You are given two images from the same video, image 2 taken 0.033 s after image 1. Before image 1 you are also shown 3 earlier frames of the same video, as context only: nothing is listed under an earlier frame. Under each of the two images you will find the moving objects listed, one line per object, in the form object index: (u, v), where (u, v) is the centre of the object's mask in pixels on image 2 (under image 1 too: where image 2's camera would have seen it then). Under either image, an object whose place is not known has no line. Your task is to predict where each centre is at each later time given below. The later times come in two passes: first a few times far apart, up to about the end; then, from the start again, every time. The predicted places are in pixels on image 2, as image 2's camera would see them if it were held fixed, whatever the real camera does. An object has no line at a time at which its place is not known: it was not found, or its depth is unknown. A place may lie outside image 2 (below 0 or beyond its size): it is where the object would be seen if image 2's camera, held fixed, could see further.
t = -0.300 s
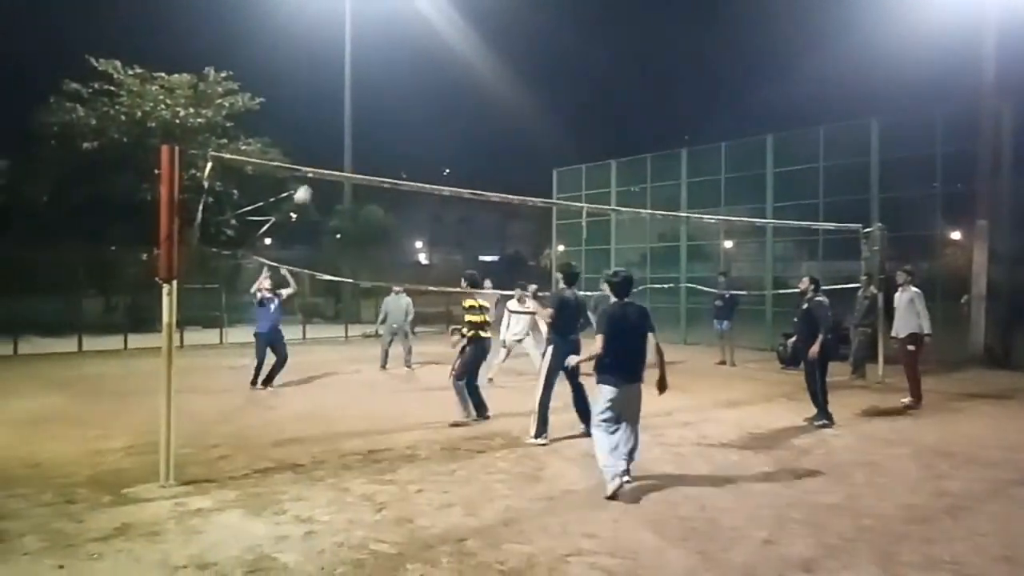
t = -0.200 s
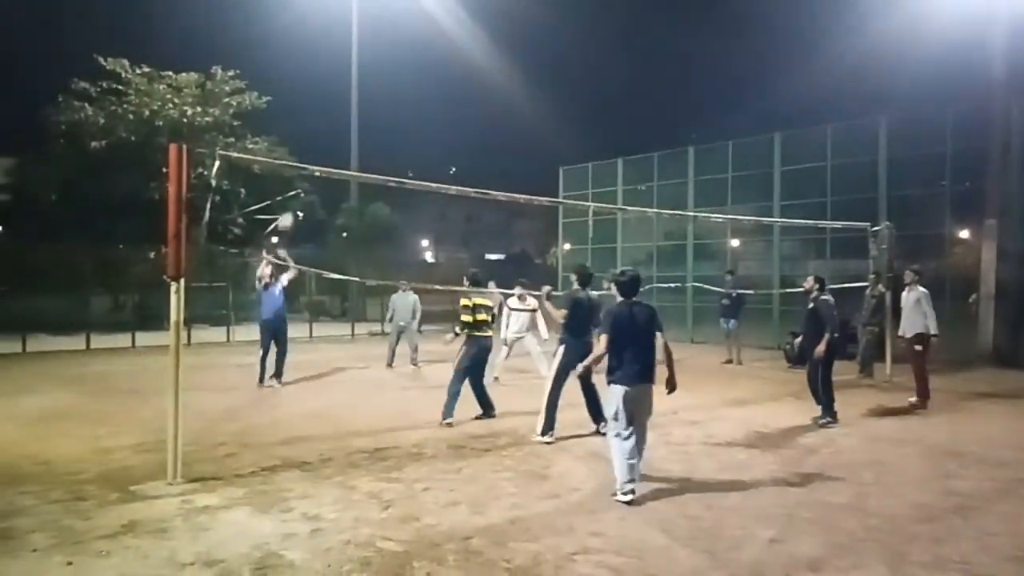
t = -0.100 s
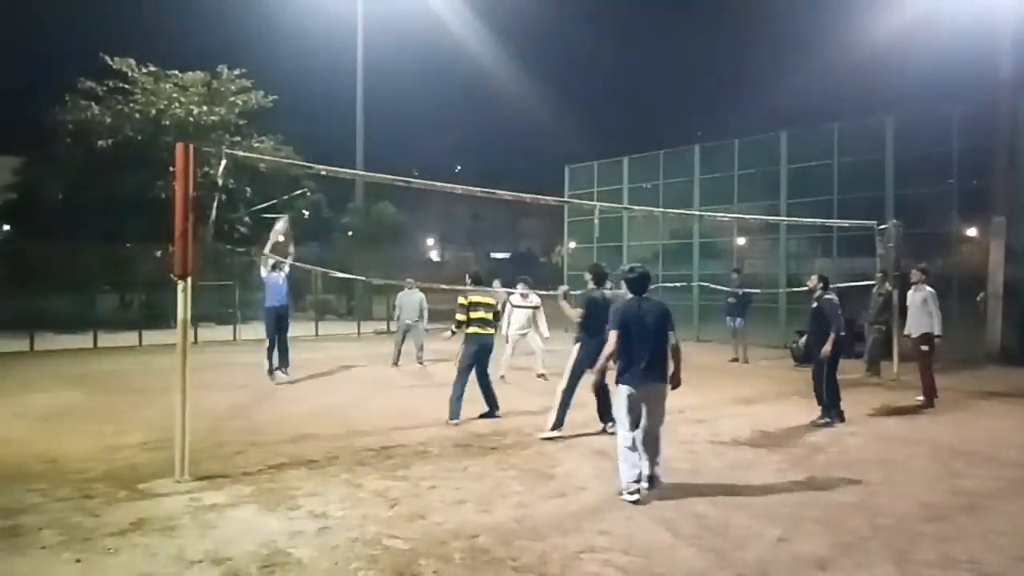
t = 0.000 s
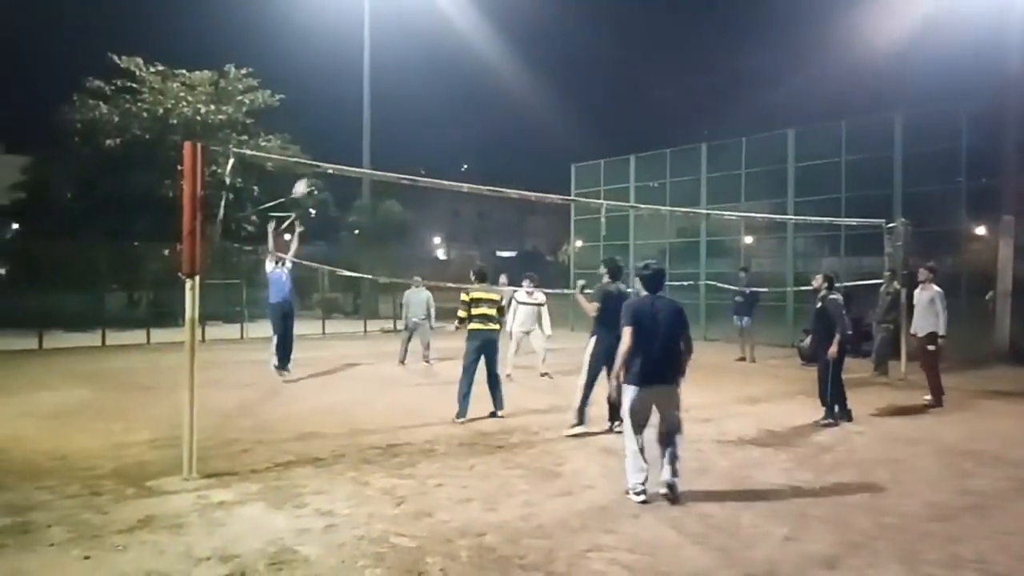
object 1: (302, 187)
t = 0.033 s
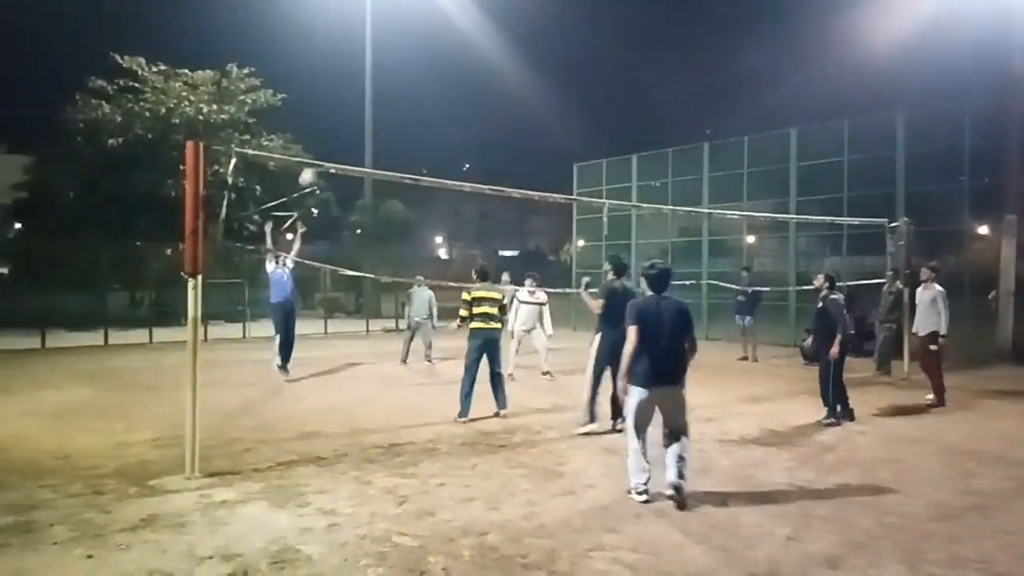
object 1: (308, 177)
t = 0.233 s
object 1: (335, 122)
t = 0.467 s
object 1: (369, 92)
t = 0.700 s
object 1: (405, 101)
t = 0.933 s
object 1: (444, 156)
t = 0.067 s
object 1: (310, 166)
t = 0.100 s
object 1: (317, 155)
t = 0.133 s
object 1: (321, 147)
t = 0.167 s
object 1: (325, 138)
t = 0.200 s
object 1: (330, 130)
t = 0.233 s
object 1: (335, 122)
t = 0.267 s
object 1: (340, 116)
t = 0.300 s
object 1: (345, 110)
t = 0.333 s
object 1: (349, 105)
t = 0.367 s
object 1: (354, 100)
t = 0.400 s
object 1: (358, 97)
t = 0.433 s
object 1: (364, 94)
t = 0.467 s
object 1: (369, 92)
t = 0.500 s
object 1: (374, 90)
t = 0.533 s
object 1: (378, 90)
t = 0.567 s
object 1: (384, 90)
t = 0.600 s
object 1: (389, 91)
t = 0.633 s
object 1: (394, 94)
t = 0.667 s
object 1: (400, 97)
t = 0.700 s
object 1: (405, 101)
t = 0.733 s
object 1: (411, 106)
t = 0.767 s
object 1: (416, 112)
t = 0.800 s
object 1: (421, 119)
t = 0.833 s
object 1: (427, 127)
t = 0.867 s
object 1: (433, 135)
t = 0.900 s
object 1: (438, 145)
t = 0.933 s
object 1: (444, 156)
